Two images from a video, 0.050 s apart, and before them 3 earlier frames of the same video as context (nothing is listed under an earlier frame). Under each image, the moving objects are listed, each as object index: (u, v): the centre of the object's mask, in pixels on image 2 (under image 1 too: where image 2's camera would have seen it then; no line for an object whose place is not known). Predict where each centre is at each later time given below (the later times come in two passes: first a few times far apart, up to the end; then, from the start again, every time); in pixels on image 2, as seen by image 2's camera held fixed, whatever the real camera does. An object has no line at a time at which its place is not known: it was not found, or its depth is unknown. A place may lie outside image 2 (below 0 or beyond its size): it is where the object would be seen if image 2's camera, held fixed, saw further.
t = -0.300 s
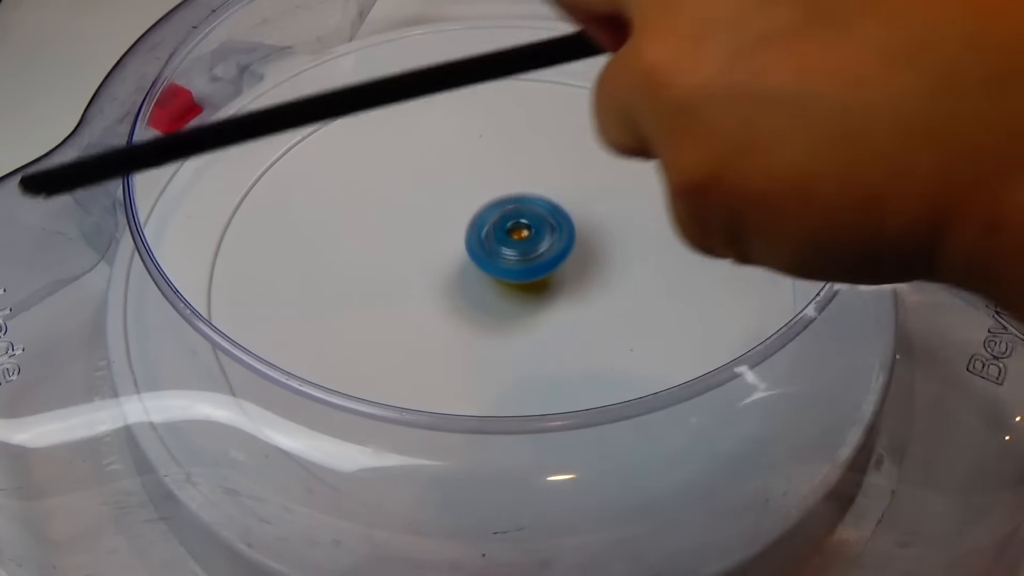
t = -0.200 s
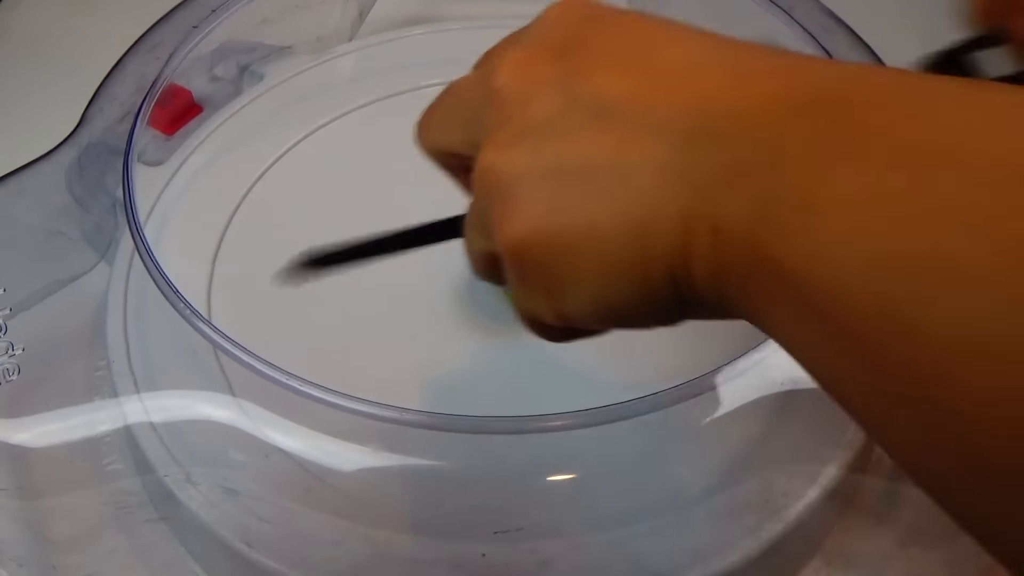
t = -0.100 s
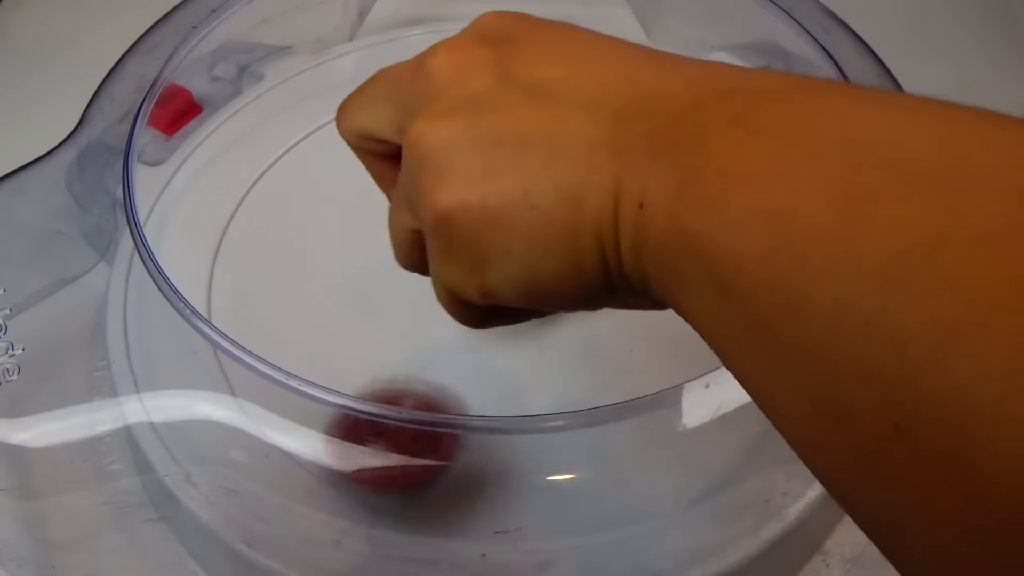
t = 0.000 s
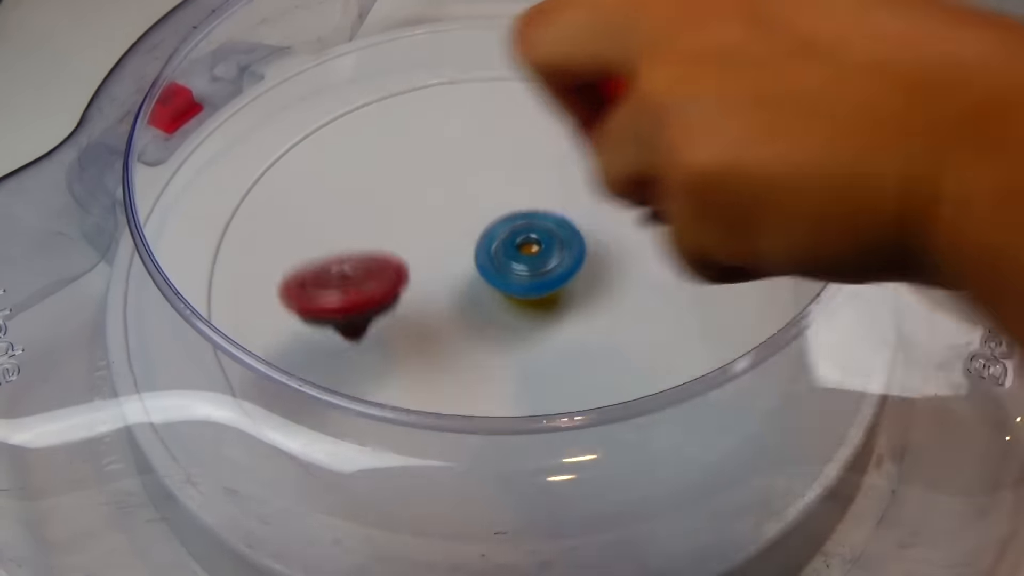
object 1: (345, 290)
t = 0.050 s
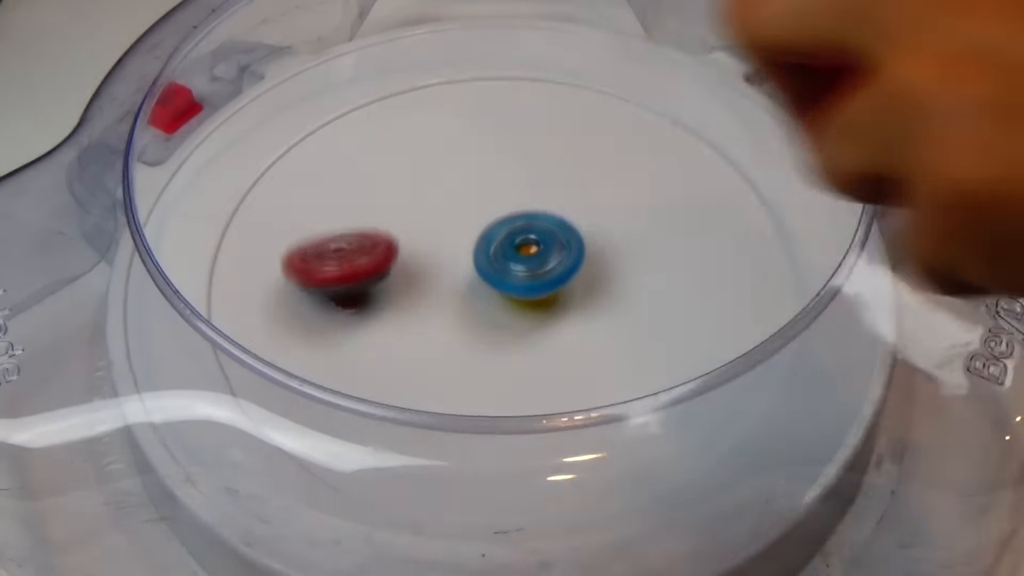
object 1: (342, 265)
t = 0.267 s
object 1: (359, 78)
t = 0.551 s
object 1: (368, 161)
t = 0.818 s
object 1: (317, 287)
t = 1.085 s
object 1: (337, 229)
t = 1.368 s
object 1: (293, 153)
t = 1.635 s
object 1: (418, 202)
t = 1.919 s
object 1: (415, 81)
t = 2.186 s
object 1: (464, 175)
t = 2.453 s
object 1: (624, 69)
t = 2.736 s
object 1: (522, 174)
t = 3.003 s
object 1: (663, 205)
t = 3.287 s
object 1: (703, 202)
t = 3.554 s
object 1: (641, 243)
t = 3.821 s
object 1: (585, 327)
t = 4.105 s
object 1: (560, 380)
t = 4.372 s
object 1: (531, 372)
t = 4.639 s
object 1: (460, 326)
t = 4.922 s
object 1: (392, 295)
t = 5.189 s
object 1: (389, 268)
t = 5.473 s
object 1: (398, 243)
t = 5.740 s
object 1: (404, 205)
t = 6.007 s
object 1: (419, 200)
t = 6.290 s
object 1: (440, 163)
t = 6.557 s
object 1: (451, 166)
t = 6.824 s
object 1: (485, 176)
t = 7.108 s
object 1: (503, 169)
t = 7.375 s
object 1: (532, 184)
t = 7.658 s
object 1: (550, 191)
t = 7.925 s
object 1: (606, 219)
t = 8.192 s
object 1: (620, 247)
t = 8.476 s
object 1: (598, 303)
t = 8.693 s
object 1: (572, 313)
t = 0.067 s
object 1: (341, 237)
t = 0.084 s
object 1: (340, 209)
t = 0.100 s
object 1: (341, 185)
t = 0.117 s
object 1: (342, 165)
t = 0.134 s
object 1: (343, 151)
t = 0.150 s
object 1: (347, 141)
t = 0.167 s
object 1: (350, 136)
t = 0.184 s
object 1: (354, 136)
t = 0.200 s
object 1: (358, 134)
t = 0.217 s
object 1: (357, 113)
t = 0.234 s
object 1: (358, 97)
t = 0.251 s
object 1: (358, 85)
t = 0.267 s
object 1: (359, 78)
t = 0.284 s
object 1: (361, 75)
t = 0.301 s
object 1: (365, 78)
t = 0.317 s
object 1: (369, 85)
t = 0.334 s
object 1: (373, 97)
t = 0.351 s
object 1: (379, 115)
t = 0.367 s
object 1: (379, 110)
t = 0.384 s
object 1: (378, 103)
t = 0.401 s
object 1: (377, 103)
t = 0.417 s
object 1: (378, 107)
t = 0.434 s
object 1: (380, 117)
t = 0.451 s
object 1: (382, 131)
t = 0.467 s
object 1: (385, 152)
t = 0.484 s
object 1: (383, 158)
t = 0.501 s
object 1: (379, 151)
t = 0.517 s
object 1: (375, 149)
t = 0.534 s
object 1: (371, 152)
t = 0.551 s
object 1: (368, 161)
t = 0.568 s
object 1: (364, 173)
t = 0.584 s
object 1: (362, 191)
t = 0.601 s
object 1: (362, 215)
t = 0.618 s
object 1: (361, 235)
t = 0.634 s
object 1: (355, 230)
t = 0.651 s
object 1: (349, 229)
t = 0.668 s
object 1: (344, 233)
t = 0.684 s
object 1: (339, 242)
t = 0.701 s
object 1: (336, 255)
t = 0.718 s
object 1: (334, 273)
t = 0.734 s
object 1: (331, 279)
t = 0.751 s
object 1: (327, 275)
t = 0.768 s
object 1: (323, 275)
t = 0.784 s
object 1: (321, 280)
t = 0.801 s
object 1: (319, 289)
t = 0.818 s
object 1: (317, 287)
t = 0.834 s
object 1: (315, 284)
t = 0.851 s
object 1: (314, 285)
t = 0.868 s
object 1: (315, 288)
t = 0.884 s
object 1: (315, 284)
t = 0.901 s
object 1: (318, 283)
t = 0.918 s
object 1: (320, 279)
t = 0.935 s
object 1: (323, 276)
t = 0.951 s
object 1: (325, 273)
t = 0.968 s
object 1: (329, 270)
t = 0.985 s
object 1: (331, 265)
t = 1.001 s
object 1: (334, 261)
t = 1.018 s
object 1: (335, 256)
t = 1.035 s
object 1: (337, 250)
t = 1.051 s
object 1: (337, 243)
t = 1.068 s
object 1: (337, 236)
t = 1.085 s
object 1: (337, 229)
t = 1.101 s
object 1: (336, 220)
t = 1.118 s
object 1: (333, 212)
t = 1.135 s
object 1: (330, 203)
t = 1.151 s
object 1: (327, 195)
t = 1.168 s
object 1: (322, 187)
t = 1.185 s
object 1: (317, 178)
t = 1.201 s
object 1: (312, 170)
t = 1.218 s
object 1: (307, 162)
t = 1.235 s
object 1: (301, 155)
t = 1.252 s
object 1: (296, 147)
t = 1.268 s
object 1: (289, 142)
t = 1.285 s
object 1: (283, 136)
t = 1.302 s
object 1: (282, 136)
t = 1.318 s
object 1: (284, 141)
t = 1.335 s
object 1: (287, 145)
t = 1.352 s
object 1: (289, 149)
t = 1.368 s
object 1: (293, 153)
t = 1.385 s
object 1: (296, 157)
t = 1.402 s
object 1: (301, 161)
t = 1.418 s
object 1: (306, 165)
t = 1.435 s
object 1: (311, 169)
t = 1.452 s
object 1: (317, 174)
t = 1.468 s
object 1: (323, 179)
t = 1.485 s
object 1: (331, 184)
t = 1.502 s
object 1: (338, 188)
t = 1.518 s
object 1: (348, 192)
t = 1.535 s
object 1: (356, 196)
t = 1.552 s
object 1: (365, 200)
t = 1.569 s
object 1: (374, 203)
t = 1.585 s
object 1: (383, 206)
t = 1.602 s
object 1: (396, 207)
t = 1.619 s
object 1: (407, 206)
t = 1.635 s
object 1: (418, 202)
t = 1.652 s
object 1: (428, 197)
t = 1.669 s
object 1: (435, 182)
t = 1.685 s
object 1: (441, 166)
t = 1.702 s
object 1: (444, 150)
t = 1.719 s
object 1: (446, 131)
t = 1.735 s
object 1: (449, 113)
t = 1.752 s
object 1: (448, 95)
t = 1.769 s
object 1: (445, 77)
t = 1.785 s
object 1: (441, 58)
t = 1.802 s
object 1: (437, 51)
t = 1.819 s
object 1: (433, 50)
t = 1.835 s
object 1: (430, 54)
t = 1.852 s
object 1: (427, 61)
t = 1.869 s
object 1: (424, 77)
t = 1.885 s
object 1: (421, 82)
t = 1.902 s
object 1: (418, 79)
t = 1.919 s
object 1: (415, 81)
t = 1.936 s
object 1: (411, 89)
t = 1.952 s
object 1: (410, 101)
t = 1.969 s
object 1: (409, 105)
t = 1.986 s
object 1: (407, 108)
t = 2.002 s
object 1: (408, 115)
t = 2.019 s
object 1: (408, 126)
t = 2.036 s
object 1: (408, 129)
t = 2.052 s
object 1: (411, 136)
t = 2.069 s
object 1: (413, 144)
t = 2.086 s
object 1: (416, 150)
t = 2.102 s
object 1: (421, 156)
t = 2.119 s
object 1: (427, 163)
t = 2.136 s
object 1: (434, 167)
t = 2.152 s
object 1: (443, 170)
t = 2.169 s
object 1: (453, 174)
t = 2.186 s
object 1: (464, 175)
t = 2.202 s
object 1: (475, 176)
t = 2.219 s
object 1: (489, 178)
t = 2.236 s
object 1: (501, 177)
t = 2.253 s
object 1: (515, 174)
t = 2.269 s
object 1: (532, 171)
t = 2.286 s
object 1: (545, 166)
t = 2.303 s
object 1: (560, 160)
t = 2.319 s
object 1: (573, 152)
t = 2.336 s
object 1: (587, 143)
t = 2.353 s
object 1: (598, 133)
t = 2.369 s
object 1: (609, 122)
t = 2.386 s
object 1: (619, 109)
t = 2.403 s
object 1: (628, 97)
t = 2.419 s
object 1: (633, 83)
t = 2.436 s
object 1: (633, 73)
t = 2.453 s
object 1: (624, 69)
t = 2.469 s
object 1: (613, 70)
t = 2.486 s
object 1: (603, 76)
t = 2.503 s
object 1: (590, 87)
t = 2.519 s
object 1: (581, 89)
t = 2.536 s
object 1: (572, 91)
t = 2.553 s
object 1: (562, 99)
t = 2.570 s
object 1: (552, 108)
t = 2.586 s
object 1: (545, 112)
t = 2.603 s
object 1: (536, 120)
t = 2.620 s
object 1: (528, 130)
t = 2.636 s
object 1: (520, 138)
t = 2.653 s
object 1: (514, 147)
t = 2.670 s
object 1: (509, 155)
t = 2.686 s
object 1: (506, 164)
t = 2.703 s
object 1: (507, 171)
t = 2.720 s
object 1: (514, 171)
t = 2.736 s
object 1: (522, 174)
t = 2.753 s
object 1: (531, 176)
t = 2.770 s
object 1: (540, 178)
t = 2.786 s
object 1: (549, 182)
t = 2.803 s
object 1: (559, 184)
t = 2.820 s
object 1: (569, 188)
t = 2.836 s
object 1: (578, 192)
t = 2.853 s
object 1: (587, 195)
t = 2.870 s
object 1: (596, 197)
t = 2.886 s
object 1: (606, 199)
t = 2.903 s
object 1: (616, 201)
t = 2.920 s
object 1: (625, 203)
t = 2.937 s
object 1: (633, 204)
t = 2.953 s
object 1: (641, 204)
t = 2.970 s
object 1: (649, 204)
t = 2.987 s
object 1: (657, 205)
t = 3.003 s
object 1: (663, 205)
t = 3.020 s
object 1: (669, 205)
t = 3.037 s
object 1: (674, 204)
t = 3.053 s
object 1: (680, 202)
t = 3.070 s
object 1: (685, 201)
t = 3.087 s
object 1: (689, 201)
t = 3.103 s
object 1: (693, 201)
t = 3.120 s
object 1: (696, 201)
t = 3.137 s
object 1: (700, 200)
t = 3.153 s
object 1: (703, 199)
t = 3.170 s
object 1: (706, 200)
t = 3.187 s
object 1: (707, 200)
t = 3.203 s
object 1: (708, 201)
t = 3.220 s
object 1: (707, 201)
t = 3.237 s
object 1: (707, 201)
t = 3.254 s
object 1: (706, 201)
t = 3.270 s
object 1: (705, 201)
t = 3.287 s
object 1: (703, 202)
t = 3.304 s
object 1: (701, 204)
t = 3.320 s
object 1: (698, 205)
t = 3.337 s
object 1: (695, 207)
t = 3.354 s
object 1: (693, 208)
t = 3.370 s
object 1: (690, 210)
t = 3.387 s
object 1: (687, 213)
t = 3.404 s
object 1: (683, 216)
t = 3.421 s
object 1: (679, 219)
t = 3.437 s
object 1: (674, 221)
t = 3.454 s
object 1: (670, 223)
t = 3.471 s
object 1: (665, 225)
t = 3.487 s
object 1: (661, 228)
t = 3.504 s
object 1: (656, 231)
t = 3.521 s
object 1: (651, 235)
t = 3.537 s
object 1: (646, 239)
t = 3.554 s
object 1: (641, 243)
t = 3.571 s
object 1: (637, 247)
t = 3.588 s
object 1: (633, 252)
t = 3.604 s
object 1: (629, 256)
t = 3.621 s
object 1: (625, 261)
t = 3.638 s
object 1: (621, 267)
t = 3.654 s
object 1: (617, 272)
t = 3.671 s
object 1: (614, 277)
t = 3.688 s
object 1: (611, 282)
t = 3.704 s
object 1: (607, 287)
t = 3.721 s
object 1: (604, 293)
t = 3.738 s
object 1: (600, 298)
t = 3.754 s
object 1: (596, 304)
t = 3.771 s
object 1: (593, 310)
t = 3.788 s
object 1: (590, 315)
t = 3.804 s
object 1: (587, 321)
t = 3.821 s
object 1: (585, 327)
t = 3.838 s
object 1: (582, 332)
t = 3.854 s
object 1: (580, 339)
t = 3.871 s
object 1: (578, 345)
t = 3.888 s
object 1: (575, 351)
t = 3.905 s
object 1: (573, 355)
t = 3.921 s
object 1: (571, 359)
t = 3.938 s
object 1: (569, 363)
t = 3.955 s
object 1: (568, 366)
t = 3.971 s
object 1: (567, 368)
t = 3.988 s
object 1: (565, 371)
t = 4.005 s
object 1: (563, 374)
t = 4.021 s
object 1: (562, 375)
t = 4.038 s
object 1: (561, 377)
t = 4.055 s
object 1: (560, 378)
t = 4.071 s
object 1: (560, 379)
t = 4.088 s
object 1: (560, 379)
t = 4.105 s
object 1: (560, 380)
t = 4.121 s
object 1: (560, 381)
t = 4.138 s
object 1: (559, 381)
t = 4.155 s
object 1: (557, 381)
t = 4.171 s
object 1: (555, 381)
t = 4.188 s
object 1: (553, 381)
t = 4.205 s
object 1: (551, 381)
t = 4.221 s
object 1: (549, 381)
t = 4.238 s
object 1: (547, 381)
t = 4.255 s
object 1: (545, 380)
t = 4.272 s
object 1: (543, 380)
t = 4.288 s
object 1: (542, 379)
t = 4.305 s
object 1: (539, 379)
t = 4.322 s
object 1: (538, 378)
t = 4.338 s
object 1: (535, 376)
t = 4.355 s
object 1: (533, 374)
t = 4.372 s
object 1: (531, 372)
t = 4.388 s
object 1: (530, 369)
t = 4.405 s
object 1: (528, 367)
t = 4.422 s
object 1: (527, 363)
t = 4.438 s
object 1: (526, 360)
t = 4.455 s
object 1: (523, 357)
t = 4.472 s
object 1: (520, 353)
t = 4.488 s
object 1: (516, 350)
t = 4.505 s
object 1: (511, 347)
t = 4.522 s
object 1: (506, 344)
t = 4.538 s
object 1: (501, 341)
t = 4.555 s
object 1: (494, 337)
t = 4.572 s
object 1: (487, 334)
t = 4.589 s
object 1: (480, 331)
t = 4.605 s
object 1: (473, 329)
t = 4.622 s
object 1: (466, 326)
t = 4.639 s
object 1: (460, 326)
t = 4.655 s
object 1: (454, 325)
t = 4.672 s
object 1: (449, 324)
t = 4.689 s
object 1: (445, 322)
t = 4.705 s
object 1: (441, 320)
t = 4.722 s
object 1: (437, 317)
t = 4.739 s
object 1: (433, 315)
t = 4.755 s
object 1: (429, 312)
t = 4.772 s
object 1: (425, 310)
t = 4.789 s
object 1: (422, 307)
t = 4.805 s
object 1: (417, 305)
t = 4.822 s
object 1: (411, 305)
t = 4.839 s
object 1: (405, 304)
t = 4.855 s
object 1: (401, 302)
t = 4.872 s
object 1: (398, 301)
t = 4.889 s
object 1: (395, 299)
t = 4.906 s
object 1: (393, 297)
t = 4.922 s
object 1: (392, 295)
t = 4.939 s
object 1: (390, 294)
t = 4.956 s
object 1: (389, 292)
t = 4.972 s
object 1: (388, 290)
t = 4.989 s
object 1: (387, 288)
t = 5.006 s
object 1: (387, 287)
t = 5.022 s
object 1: (386, 285)
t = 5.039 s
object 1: (386, 283)
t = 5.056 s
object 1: (386, 281)
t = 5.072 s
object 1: (385, 280)
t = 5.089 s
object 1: (385, 278)
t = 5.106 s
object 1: (386, 276)
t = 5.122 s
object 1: (386, 275)
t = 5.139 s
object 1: (387, 273)
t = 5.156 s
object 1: (387, 271)
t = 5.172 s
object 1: (388, 270)
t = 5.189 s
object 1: (389, 268)
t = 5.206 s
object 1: (390, 266)
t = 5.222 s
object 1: (391, 265)
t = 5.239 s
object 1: (392, 263)
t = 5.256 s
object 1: (392, 262)
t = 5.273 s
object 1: (393, 261)
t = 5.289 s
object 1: (393, 260)
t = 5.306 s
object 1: (393, 259)
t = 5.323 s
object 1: (393, 257)
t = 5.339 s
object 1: (391, 255)
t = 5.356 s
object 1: (391, 253)
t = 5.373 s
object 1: (391, 252)
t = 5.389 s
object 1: (392, 250)
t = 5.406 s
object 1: (393, 249)
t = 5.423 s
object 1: (394, 248)
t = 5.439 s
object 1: (395, 246)
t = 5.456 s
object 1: (396, 245)
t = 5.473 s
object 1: (398, 243)
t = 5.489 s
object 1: (400, 241)
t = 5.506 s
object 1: (402, 240)
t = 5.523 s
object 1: (404, 238)
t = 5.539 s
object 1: (407, 237)
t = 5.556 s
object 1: (409, 235)
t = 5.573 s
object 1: (412, 234)
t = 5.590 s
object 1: (415, 232)
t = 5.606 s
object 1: (418, 231)
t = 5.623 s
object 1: (421, 230)
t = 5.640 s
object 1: (424, 228)
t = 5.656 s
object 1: (427, 226)
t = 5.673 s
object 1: (431, 225)
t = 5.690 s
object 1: (428, 219)
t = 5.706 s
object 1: (418, 214)
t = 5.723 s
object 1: (410, 209)
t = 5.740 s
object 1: (404, 205)
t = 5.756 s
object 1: (400, 201)
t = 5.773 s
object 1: (398, 199)
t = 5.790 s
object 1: (398, 197)
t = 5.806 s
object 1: (398, 196)
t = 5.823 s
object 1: (398, 195)
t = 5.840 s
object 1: (399, 195)
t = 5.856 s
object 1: (401, 195)
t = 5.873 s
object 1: (402, 196)
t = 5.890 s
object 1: (404, 196)
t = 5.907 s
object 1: (405, 196)
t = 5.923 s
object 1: (407, 197)
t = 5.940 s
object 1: (409, 197)
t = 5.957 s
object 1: (411, 198)
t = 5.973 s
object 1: (414, 199)
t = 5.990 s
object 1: (416, 200)
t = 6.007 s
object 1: (419, 200)
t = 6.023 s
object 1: (421, 201)
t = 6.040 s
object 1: (424, 202)
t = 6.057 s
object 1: (427, 202)
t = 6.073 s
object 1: (430, 203)
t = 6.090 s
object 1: (433, 204)
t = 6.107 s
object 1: (436, 205)
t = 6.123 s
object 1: (440, 206)
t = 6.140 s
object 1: (444, 207)
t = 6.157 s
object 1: (448, 208)
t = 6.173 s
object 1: (452, 209)
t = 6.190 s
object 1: (457, 210)
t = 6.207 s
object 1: (463, 210)
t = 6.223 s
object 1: (463, 204)
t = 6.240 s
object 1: (455, 192)
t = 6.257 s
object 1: (449, 180)
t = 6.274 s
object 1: (444, 171)
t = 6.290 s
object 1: (440, 163)
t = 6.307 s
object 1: (437, 157)
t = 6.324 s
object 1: (436, 153)
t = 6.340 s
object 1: (435, 150)
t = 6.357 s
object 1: (435, 149)
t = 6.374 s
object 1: (436, 148)
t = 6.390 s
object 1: (437, 149)
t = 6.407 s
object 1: (439, 150)
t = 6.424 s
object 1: (441, 150)
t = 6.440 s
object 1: (442, 152)
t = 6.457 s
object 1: (442, 153)
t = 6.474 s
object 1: (443, 155)
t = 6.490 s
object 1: (444, 157)
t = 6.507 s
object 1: (445, 159)
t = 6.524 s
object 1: (447, 162)
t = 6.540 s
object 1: (449, 164)
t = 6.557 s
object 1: (451, 166)
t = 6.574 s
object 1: (452, 169)
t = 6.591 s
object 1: (455, 172)
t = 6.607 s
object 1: (458, 174)
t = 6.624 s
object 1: (461, 176)
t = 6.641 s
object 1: (463, 178)
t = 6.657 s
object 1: (464, 181)
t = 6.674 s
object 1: (466, 184)
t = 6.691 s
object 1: (468, 187)
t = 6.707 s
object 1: (471, 190)
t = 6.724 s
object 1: (473, 193)
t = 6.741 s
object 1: (475, 196)
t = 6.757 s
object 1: (478, 199)
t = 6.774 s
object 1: (481, 202)
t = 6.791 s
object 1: (484, 199)
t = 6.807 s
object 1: (485, 188)
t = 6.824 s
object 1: (485, 176)
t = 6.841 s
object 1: (485, 167)
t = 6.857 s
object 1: (486, 161)
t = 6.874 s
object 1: (488, 156)
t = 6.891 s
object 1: (489, 152)
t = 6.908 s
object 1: (491, 150)
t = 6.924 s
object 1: (494, 150)
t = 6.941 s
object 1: (496, 149)
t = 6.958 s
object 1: (496, 150)
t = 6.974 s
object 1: (496, 151)
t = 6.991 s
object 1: (497, 153)
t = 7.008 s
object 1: (498, 155)
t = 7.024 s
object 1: (499, 157)
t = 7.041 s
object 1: (499, 160)
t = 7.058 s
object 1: (501, 163)
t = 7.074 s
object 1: (503, 165)
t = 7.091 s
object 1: (504, 166)
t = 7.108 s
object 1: (503, 169)
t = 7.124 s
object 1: (504, 172)
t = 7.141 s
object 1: (505, 175)
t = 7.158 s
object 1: (506, 178)
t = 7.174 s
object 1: (507, 180)
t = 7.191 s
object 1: (507, 184)
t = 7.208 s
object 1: (510, 186)
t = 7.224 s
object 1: (511, 188)
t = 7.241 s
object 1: (511, 191)
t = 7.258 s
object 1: (511, 194)
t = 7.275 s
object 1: (512, 197)
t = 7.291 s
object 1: (513, 201)
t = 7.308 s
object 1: (513, 204)
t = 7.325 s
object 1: (515, 205)
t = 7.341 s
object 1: (522, 197)
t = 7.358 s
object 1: (527, 190)
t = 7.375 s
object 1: (532, 184)
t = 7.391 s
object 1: (538, 180)
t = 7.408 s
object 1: (541, 175)
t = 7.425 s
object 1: (543, 174)
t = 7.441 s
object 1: (546, 174)
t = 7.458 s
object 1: (546, 174)
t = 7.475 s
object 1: (547, 176)
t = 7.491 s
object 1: (549, 176)
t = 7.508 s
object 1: (549, 177)
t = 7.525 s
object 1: (548, 178)
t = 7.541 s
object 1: (549, 180)
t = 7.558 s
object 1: (549, 181)
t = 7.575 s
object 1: (549, 183)
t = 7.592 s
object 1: (551, 184)
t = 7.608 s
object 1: (550, 186)
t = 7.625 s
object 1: (550, 187)
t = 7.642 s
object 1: (550, 189)
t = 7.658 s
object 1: (550, 191)
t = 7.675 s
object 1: (551, 194)
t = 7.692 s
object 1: (552, 196)
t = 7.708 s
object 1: (550, 198)
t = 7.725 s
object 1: (550, 201)
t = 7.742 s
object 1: (550, 203)
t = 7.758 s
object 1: (549, 206)
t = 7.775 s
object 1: (550, 209)
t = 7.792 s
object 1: (550, 211)
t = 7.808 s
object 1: (549, 215)
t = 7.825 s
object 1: (549, 217)
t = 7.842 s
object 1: (548, 220)
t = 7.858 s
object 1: (549, 222)
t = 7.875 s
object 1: (563, 220)
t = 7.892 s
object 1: (578, 219)
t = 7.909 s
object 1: (593, 216)
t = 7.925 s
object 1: (606, 219)
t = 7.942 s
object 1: (617, 218)
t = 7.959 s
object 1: (627, 221)
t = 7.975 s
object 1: (634, 221)
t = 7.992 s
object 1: (639, 225)
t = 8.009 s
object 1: (641, 226)
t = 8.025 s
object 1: (644, 229)
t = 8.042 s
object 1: (643, 231)
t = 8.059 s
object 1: (643, 233)
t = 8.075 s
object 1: (640, 235)
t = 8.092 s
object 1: (640, 237)
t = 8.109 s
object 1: (636, 239)
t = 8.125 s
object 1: (634, 240)
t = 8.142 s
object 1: (630, 243)
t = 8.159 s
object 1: (628, 244)
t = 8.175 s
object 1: (624, 245)
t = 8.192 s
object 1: (620, 247)
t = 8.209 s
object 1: (617, 249)
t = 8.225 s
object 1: (614, 249)
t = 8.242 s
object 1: (609, 251)
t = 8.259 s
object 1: (604, 253)
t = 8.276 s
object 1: (600, 256)
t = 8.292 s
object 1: (595, 259)
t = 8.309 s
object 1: (590, 262)
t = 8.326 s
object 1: (583, 267)
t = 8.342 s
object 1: (578, 270)
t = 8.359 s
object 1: (571, 275)
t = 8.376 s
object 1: (574, 279)
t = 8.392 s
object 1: (581, 287)
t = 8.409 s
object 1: (590, 291)
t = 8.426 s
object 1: (593, 295)
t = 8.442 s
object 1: (595, 299)
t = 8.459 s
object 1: (599, 302)
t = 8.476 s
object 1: (598, 303)
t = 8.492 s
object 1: (598, 305)
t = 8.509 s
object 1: (597, 308)
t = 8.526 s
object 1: (597, 307)
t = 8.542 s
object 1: (594, 309)
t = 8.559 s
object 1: (592, 311)
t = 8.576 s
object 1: (591, 311)
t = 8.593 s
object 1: (587, 311)
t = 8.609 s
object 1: (585, 312)
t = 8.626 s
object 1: (583, 312)
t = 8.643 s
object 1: (580, 312)
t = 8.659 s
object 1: (577, 313)
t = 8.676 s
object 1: (573, 313)
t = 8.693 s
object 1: (572, 313)
